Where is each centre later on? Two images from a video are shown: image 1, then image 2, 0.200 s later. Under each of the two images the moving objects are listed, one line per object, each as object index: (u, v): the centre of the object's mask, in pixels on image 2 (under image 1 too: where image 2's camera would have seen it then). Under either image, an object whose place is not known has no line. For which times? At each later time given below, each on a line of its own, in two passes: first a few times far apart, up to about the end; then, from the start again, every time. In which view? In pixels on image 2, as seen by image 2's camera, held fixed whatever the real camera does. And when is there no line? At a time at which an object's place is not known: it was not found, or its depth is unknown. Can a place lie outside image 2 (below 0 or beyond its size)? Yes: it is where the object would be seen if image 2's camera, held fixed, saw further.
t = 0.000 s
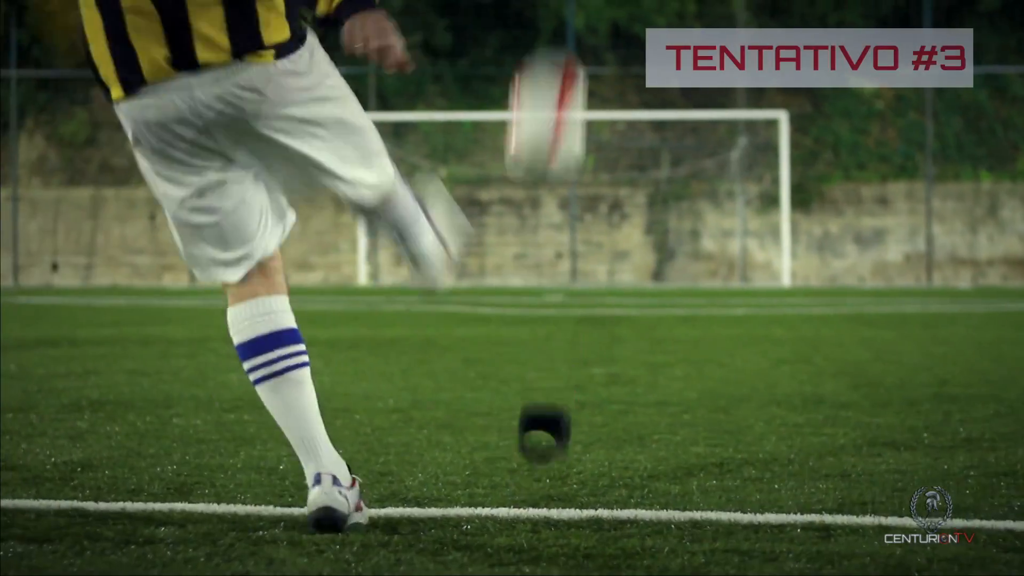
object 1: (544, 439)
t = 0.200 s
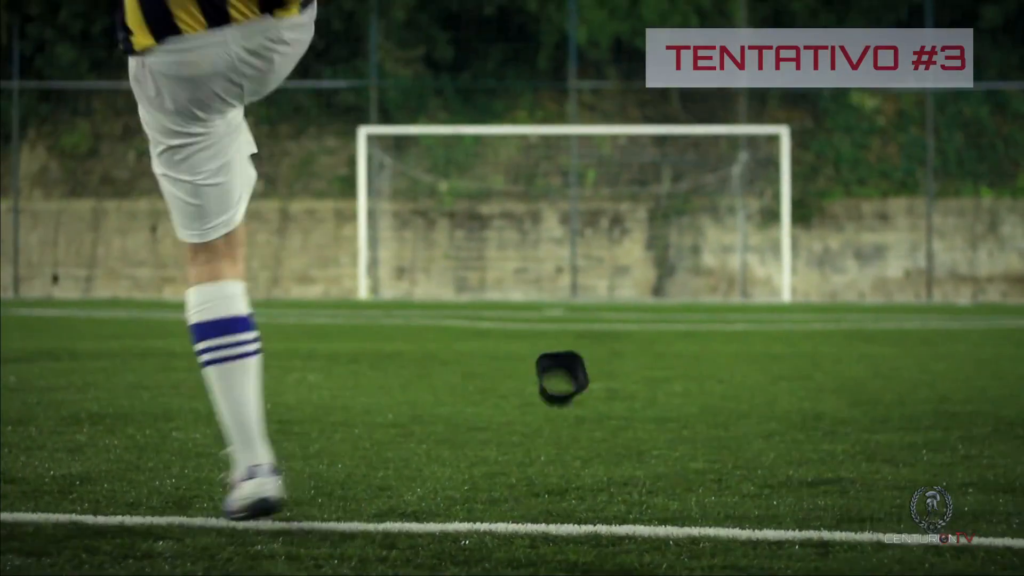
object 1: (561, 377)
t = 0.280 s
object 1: (568, 404)
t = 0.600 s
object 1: (601, 465)
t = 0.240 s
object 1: (563, 389)
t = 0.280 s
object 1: (568, 404)
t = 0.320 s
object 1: (568, 428)
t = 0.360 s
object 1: (571, 460)
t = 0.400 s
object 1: (577, 480)
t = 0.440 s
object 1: (581, 463)
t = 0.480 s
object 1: (585, 455)
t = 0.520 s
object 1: (591, 450)
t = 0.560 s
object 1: (597, 454)
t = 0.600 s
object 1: (601, 465)
